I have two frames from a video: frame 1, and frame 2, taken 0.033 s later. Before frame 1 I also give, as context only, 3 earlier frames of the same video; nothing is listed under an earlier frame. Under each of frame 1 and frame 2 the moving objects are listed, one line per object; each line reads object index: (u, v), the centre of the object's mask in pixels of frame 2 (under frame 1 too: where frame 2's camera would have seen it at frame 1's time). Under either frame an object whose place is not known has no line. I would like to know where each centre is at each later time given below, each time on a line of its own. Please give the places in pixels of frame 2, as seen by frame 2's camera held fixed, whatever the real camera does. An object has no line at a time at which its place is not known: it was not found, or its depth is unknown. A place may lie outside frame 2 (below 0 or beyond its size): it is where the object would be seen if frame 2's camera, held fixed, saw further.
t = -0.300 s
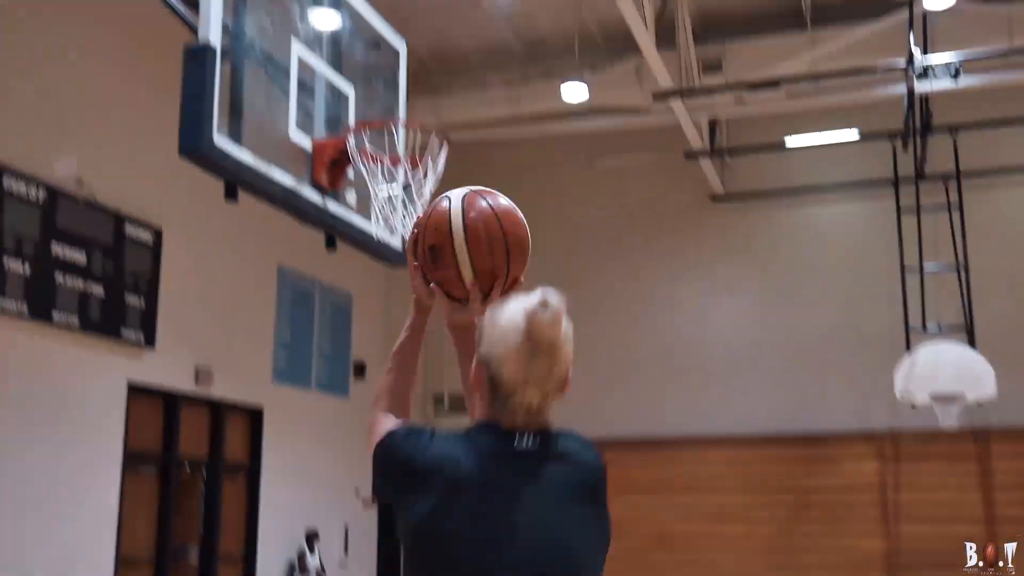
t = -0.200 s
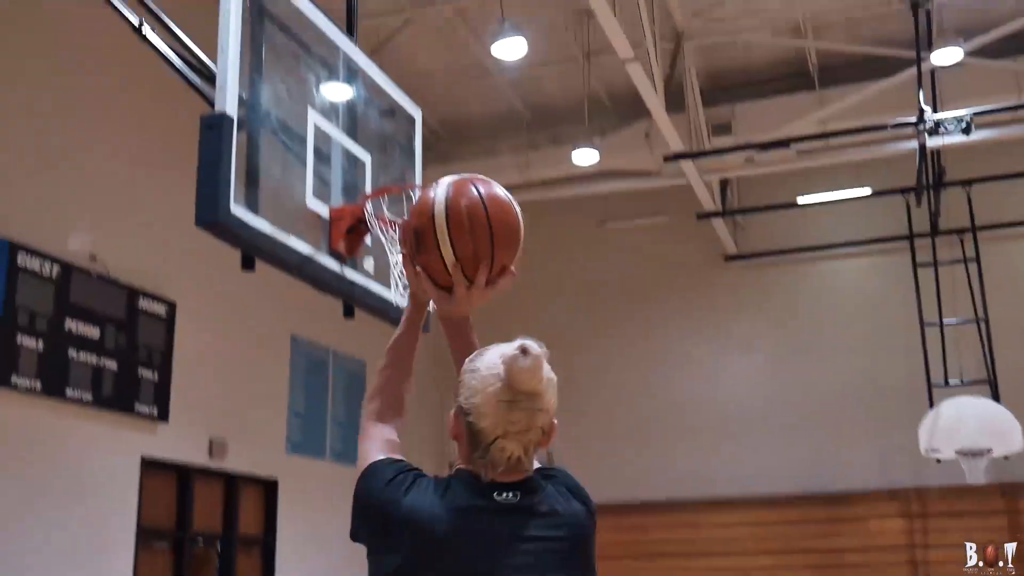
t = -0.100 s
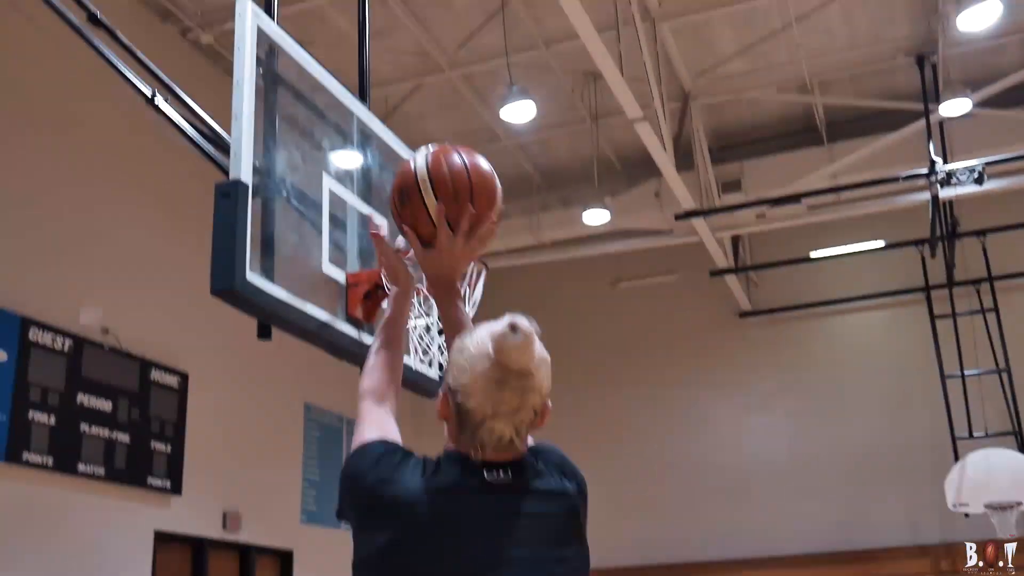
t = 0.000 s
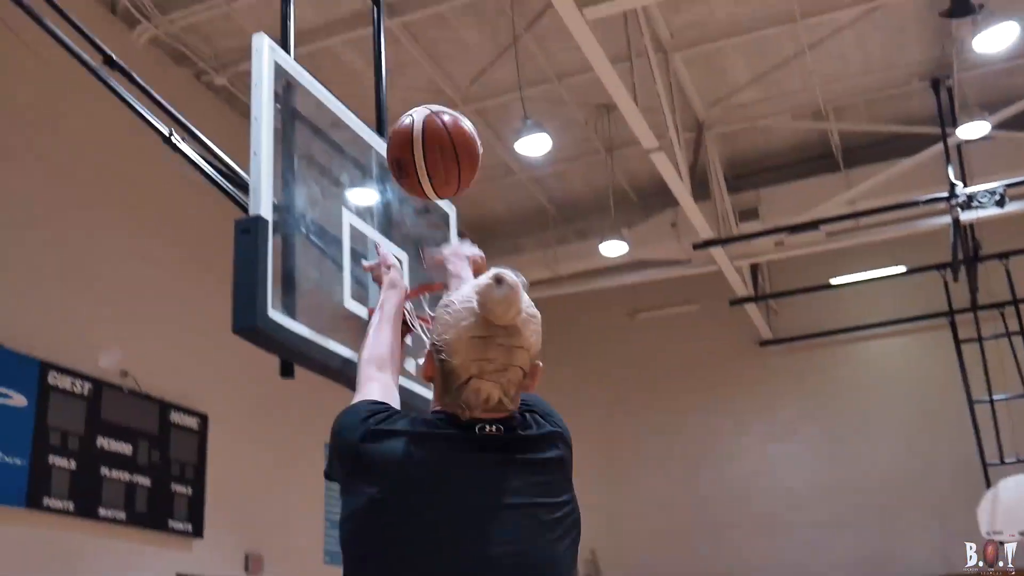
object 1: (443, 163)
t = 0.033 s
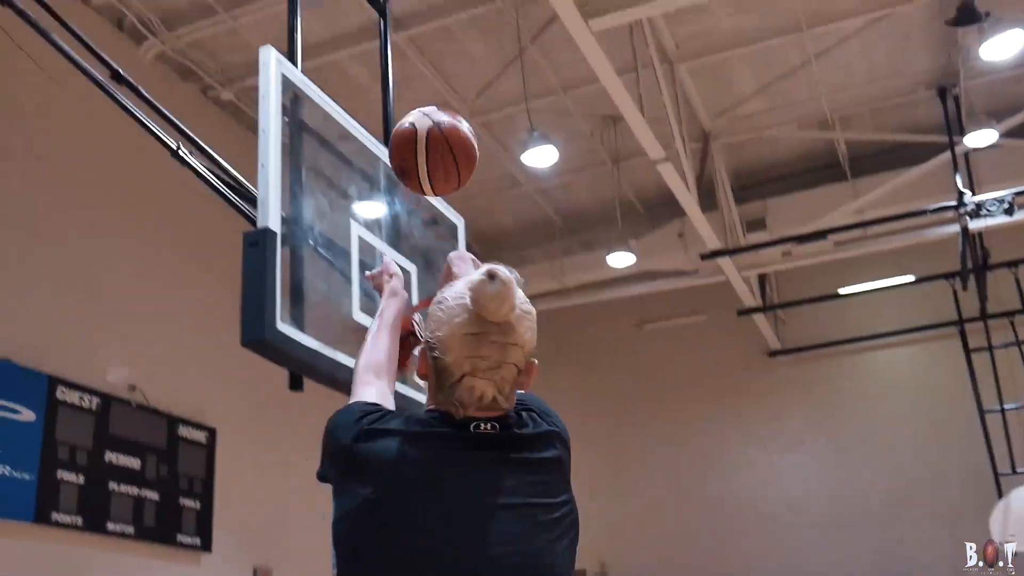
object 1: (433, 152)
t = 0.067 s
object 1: (424, 146)
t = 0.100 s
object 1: (416, 142)
